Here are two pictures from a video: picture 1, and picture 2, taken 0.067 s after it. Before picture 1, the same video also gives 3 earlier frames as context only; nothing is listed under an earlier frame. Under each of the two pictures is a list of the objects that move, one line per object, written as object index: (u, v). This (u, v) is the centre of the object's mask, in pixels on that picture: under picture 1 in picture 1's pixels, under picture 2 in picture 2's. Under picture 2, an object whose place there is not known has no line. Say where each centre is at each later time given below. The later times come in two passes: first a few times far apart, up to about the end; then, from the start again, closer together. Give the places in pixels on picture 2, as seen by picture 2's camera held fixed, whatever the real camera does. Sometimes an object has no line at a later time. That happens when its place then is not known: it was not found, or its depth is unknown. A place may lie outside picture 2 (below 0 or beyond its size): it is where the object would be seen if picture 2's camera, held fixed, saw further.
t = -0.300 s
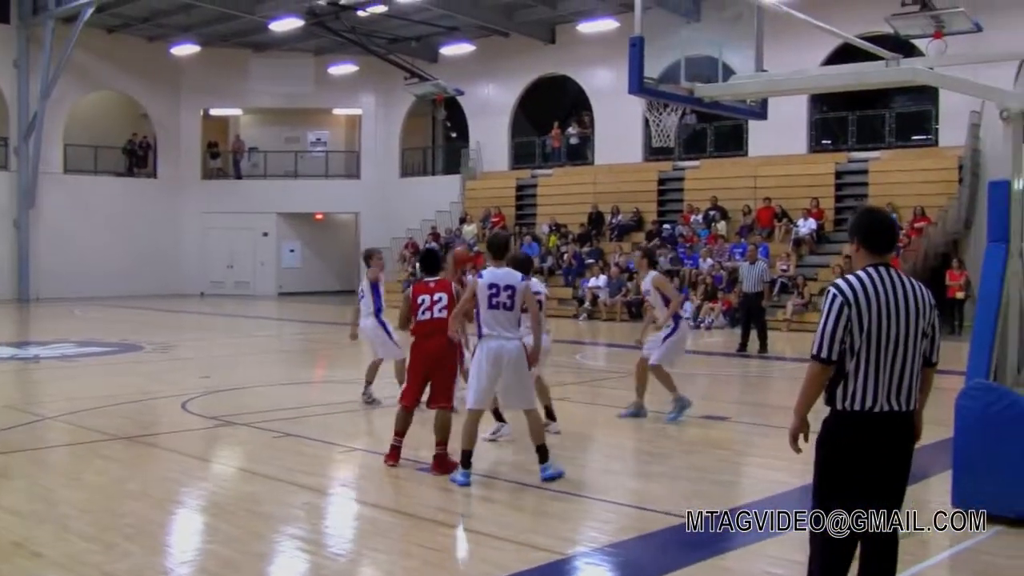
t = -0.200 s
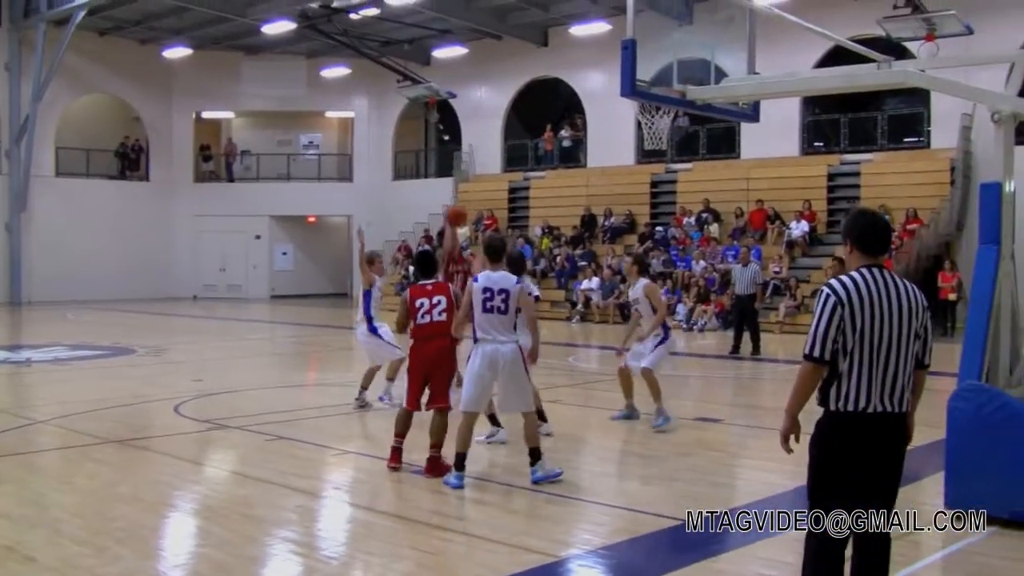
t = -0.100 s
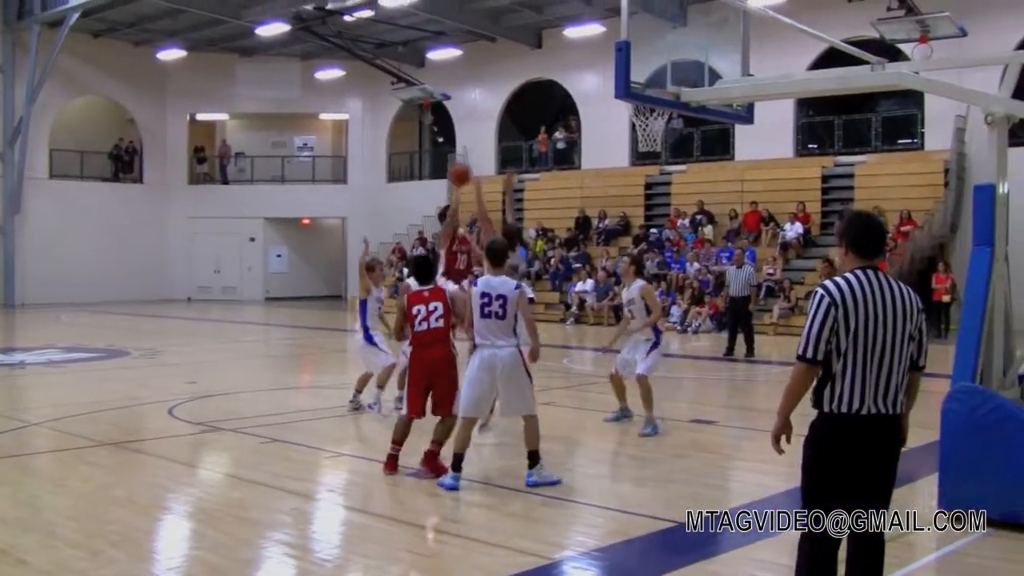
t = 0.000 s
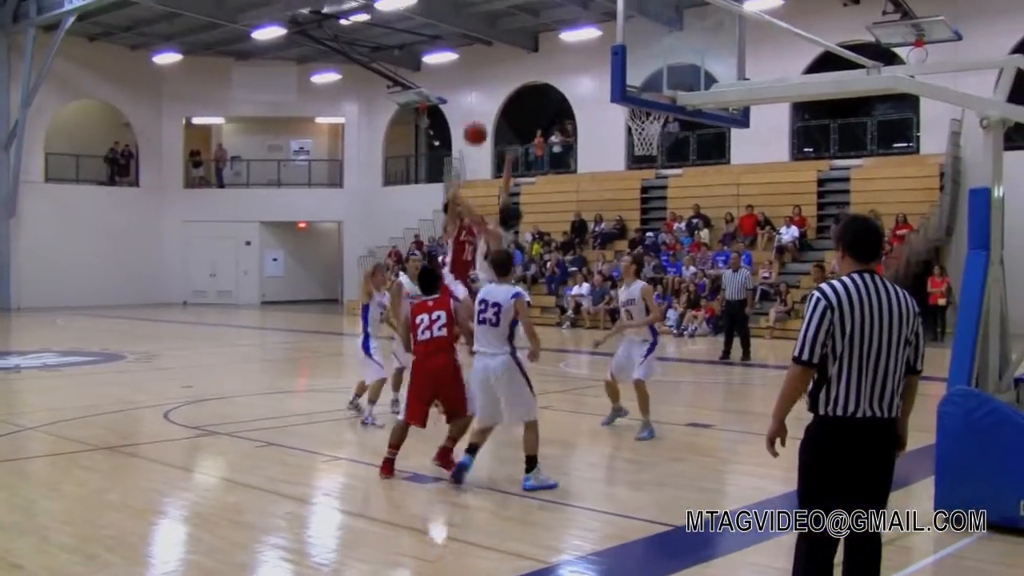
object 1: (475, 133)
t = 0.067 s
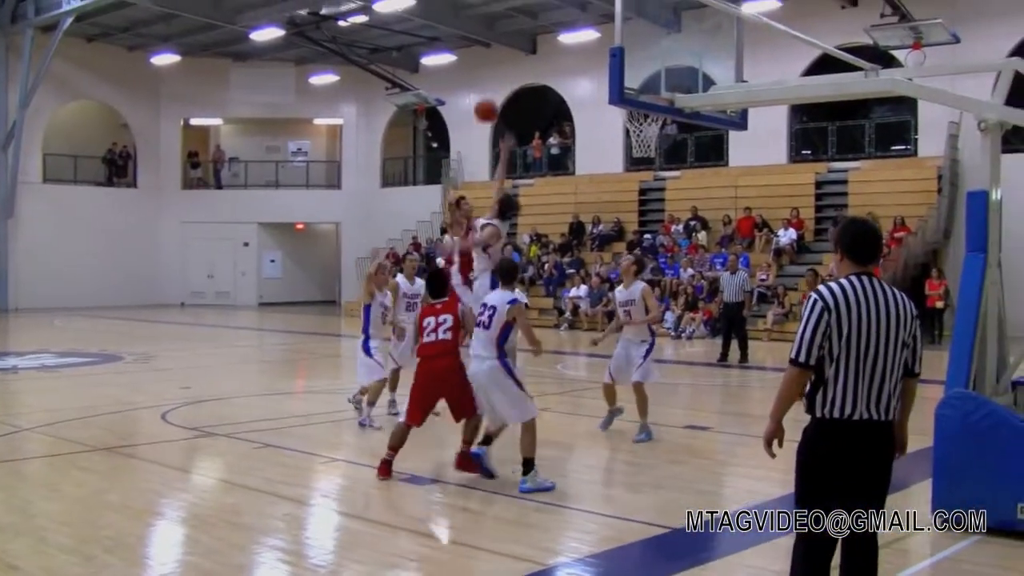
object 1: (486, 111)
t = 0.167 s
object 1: (506, 82)
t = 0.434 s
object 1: (561, 50)
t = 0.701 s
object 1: (630, 87)
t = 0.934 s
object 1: (646, 90)
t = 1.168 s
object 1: (640, 124)
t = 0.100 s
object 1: (492, 100)
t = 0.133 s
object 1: (499, 90)
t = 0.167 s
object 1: (506, 82)
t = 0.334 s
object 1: (540, 52)
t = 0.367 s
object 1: (547, 49)
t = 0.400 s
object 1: (553, 50)
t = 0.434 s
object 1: (561, 50)
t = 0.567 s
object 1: (592, 62)
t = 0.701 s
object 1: (630, 87)
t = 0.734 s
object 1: (633, 85)
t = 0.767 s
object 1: (634, 85)
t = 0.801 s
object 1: (636, 86)
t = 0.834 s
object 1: (644, 88)
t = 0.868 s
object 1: (647, 89)
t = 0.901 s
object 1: (647, 90)
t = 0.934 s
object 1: (646, 90)
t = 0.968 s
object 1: (649, 92)
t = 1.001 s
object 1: (638, 116)
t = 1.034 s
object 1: (640, 120)
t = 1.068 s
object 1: (640, 122)
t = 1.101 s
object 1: (641, 118)
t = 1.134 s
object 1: (635, 120)
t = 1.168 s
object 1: (640, 124)
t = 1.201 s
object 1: (637, 122)
